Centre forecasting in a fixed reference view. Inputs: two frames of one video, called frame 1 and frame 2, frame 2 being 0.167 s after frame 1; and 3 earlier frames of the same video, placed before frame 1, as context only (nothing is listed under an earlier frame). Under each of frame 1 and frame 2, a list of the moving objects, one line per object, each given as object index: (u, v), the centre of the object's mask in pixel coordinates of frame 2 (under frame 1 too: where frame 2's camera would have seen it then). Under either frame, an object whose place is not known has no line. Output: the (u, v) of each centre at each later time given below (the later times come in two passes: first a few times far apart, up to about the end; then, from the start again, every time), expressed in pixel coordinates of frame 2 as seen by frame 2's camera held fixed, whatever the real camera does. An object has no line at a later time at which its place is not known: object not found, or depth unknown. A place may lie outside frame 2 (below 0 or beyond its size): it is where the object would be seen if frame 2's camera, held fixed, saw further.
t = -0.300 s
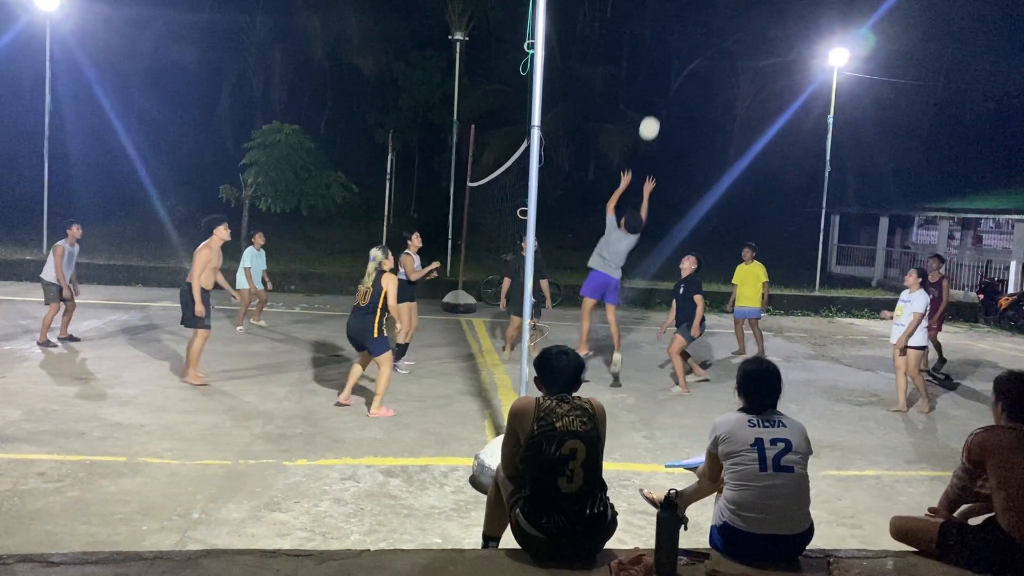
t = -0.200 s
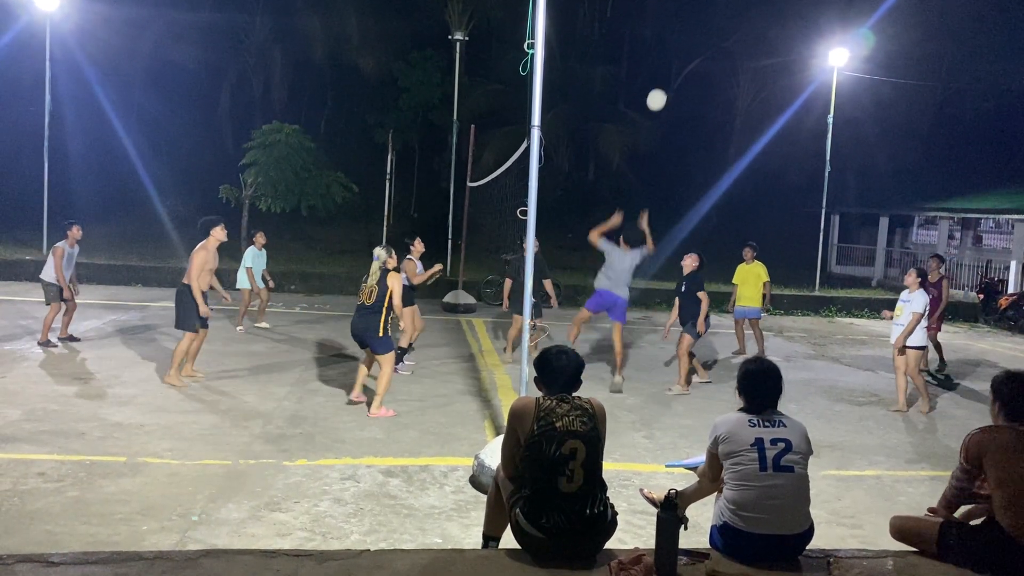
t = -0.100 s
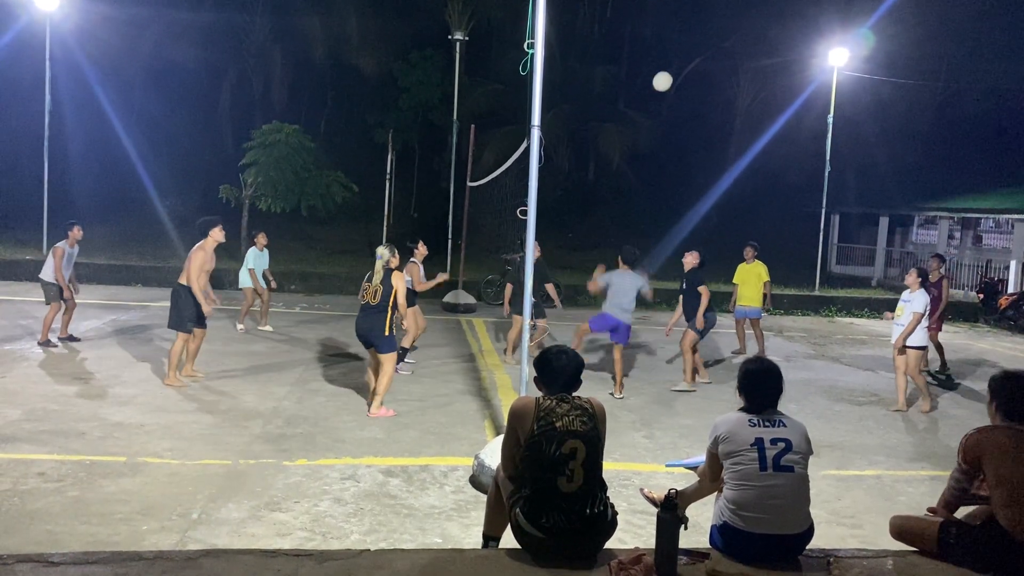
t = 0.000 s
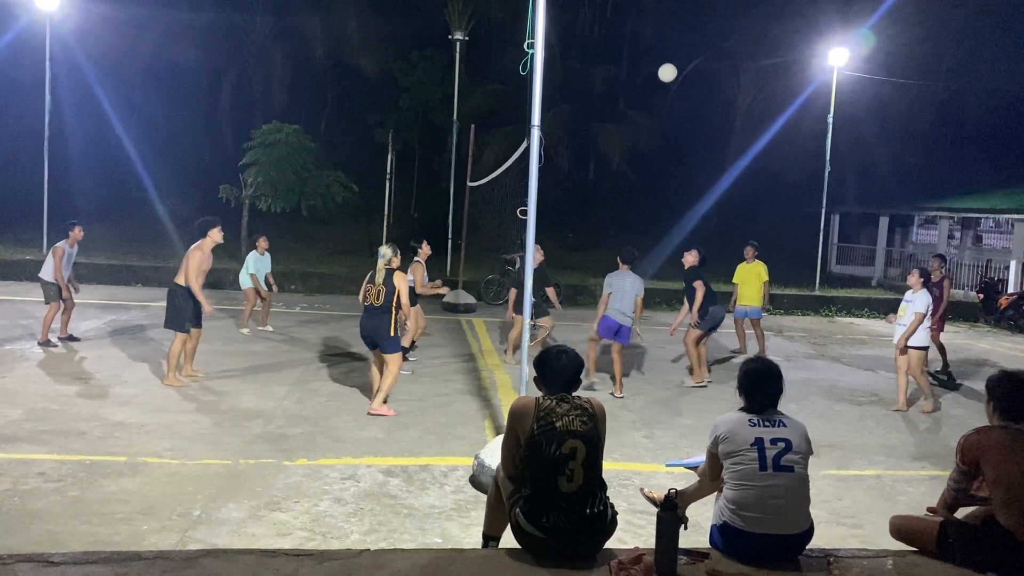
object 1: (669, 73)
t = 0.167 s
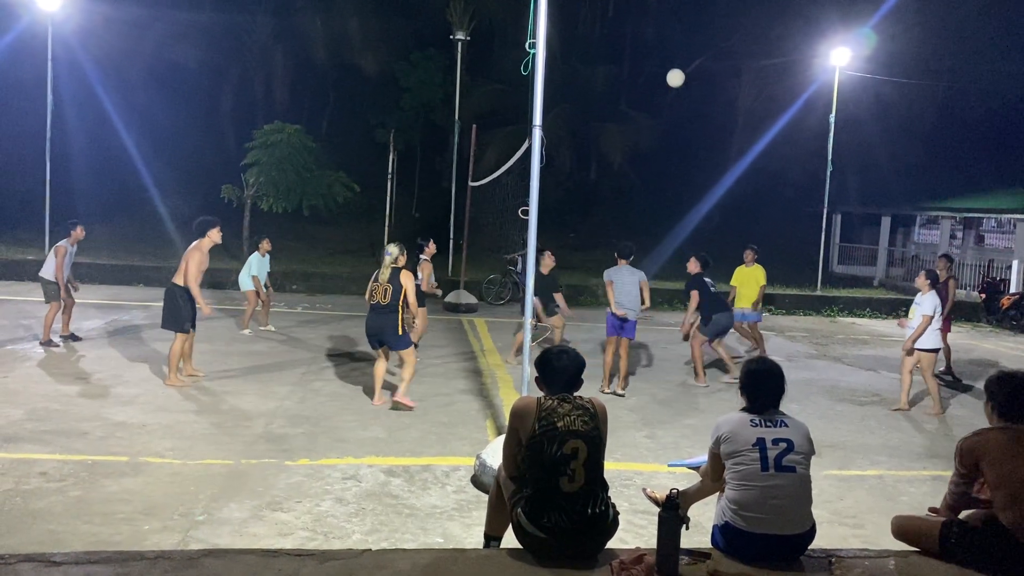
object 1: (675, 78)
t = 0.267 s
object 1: (678, 92)
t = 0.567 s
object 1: (681, 174)
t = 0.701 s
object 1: (681, 226)
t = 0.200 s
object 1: (676, 82)
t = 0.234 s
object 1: (677, 86)
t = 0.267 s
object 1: (678, 92)
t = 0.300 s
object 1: (679, 98)
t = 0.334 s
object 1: (679, 105)
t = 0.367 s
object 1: (680, 113)
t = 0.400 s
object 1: (680, 121)
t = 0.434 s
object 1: (681, 130)
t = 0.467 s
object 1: (681, 140)
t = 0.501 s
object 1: (681, 151)
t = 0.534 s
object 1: (681, 162)
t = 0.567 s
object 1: (681, 174)
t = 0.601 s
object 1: (681, 186)
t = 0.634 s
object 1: (681, 199)
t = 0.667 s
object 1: (681, 212)
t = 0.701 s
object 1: (681, 226)
